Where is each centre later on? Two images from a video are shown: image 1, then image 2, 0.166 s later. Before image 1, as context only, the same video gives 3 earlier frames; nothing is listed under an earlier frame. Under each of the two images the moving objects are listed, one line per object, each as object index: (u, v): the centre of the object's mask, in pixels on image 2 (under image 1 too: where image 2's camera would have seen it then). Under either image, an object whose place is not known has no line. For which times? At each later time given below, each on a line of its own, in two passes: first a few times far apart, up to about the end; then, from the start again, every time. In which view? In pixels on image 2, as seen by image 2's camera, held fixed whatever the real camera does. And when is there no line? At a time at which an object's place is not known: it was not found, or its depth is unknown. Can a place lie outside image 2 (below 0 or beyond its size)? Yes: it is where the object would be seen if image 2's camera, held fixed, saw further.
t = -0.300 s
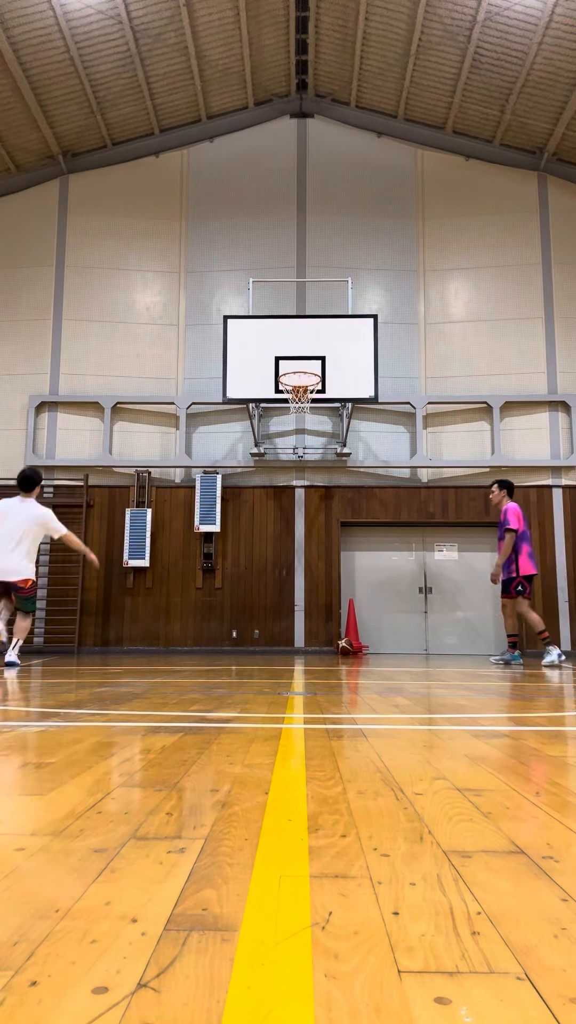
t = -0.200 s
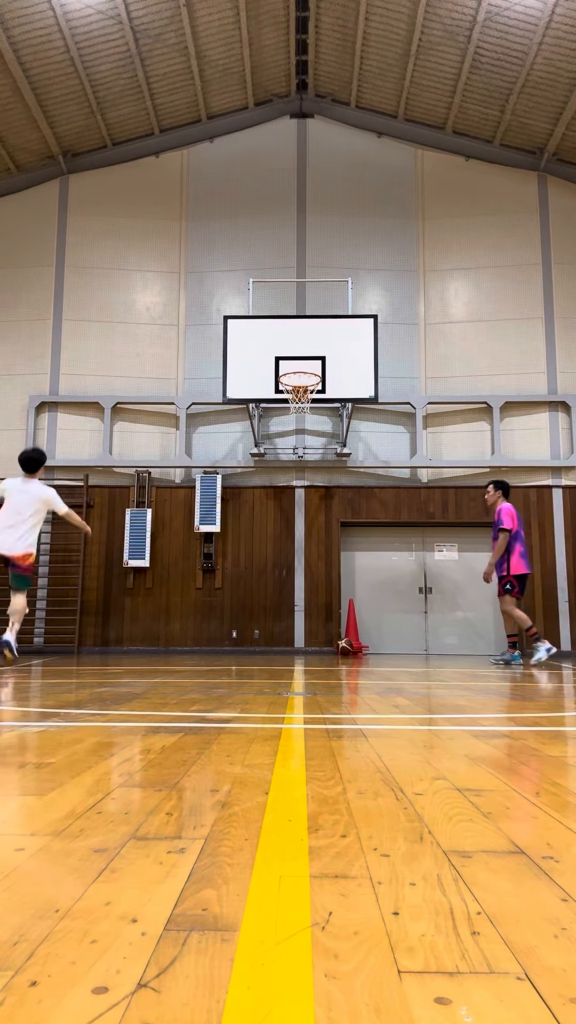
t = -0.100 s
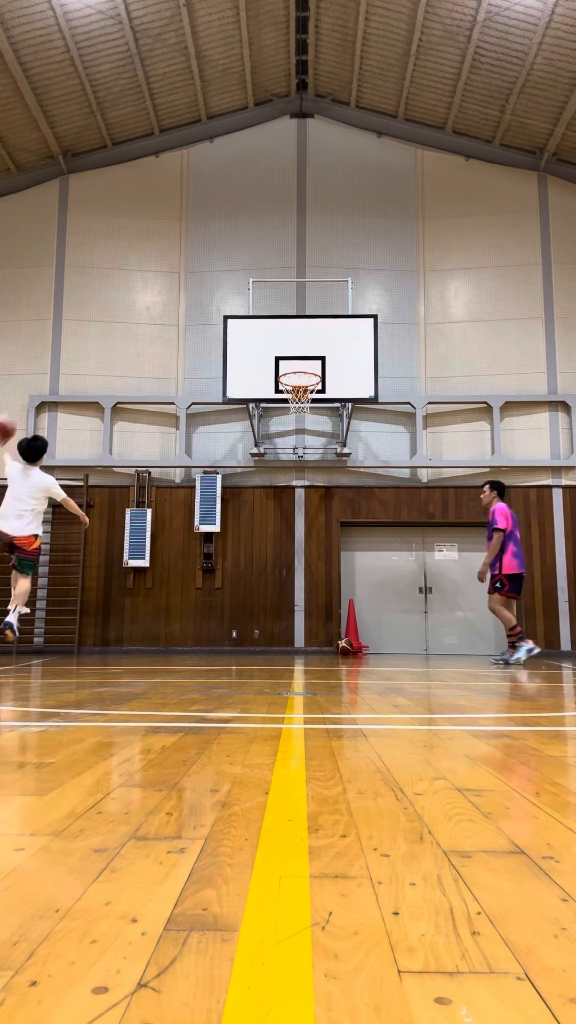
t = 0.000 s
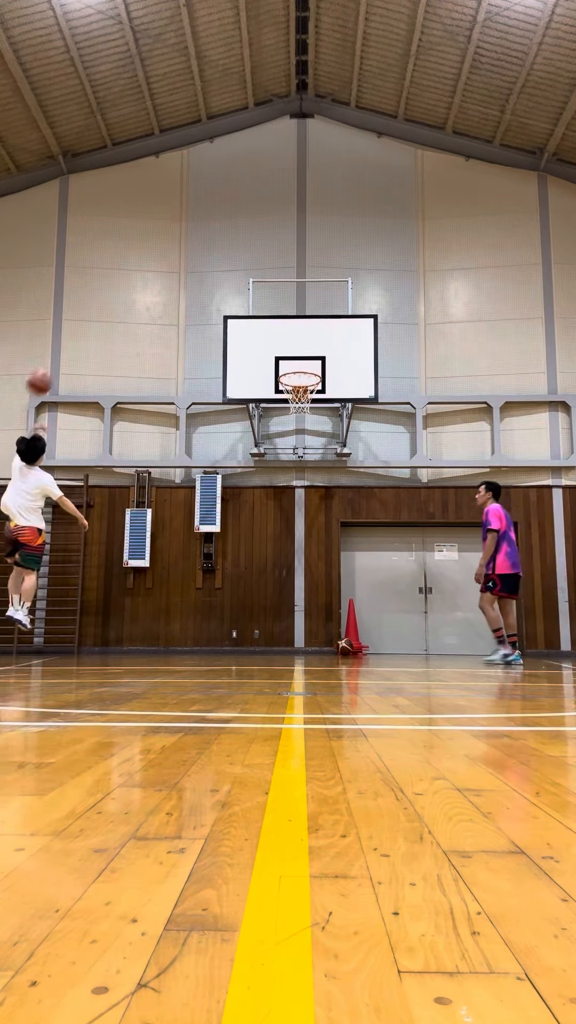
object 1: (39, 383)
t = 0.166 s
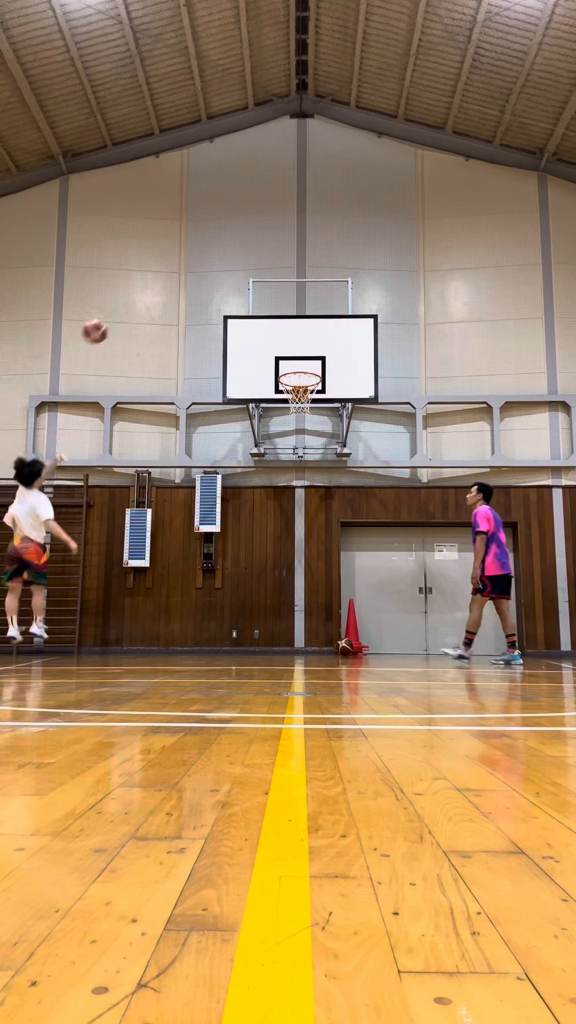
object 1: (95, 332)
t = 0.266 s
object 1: (125, 315)
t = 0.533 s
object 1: (196, 314)
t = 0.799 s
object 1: (241, 342)
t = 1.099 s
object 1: (279, 428)
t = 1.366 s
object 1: (318, 581)
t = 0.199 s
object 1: (105, 325)
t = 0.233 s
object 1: (115, 319)
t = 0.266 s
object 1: (125, 315)
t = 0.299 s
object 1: (135, 311)
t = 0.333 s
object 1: (143, 309)
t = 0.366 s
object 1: (153, 307)
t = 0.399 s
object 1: (162, 307)
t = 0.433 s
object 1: (171, 308)
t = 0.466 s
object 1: (179, 309)
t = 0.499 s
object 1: (189, 312)
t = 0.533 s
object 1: (196, 314)
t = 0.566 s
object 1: (205, 317)
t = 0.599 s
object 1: (212, 322)
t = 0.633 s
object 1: (220, 328)
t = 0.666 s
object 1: (225, 331)
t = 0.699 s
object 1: (229, 332)
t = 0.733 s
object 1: (233, 335)
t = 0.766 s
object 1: (237, 338)
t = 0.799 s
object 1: (241, 342)
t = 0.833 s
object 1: (245, 348)
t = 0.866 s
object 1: (249, 354)
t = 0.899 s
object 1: (254, 362)
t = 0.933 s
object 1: (258, 370)
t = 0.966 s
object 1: (262, 379)
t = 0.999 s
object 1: (266, 389)
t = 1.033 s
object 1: (270, 401)
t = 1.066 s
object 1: (275, 414)
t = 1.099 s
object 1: (279, 428)
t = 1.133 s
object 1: (284, 442)
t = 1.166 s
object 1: (288, 458)
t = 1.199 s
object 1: (293, 475)
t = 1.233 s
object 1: (297, 493)
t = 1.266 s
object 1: (303, 513)
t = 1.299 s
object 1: (307, 535)
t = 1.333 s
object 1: (311, 558)
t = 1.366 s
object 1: (318, 581)
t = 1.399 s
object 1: (322, 606)
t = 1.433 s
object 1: (327, 635)
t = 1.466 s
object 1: (330, 641)
